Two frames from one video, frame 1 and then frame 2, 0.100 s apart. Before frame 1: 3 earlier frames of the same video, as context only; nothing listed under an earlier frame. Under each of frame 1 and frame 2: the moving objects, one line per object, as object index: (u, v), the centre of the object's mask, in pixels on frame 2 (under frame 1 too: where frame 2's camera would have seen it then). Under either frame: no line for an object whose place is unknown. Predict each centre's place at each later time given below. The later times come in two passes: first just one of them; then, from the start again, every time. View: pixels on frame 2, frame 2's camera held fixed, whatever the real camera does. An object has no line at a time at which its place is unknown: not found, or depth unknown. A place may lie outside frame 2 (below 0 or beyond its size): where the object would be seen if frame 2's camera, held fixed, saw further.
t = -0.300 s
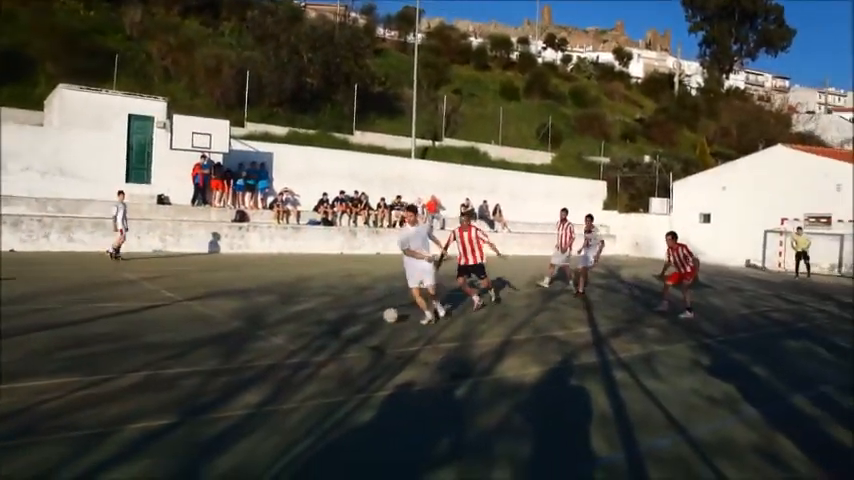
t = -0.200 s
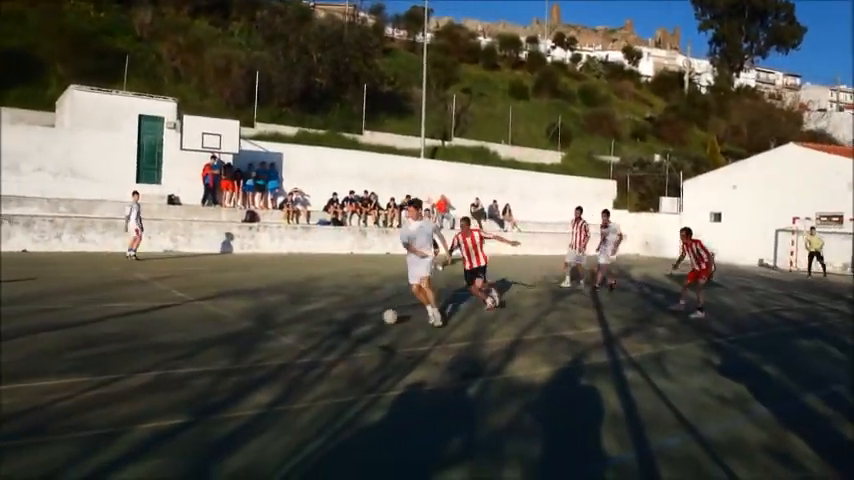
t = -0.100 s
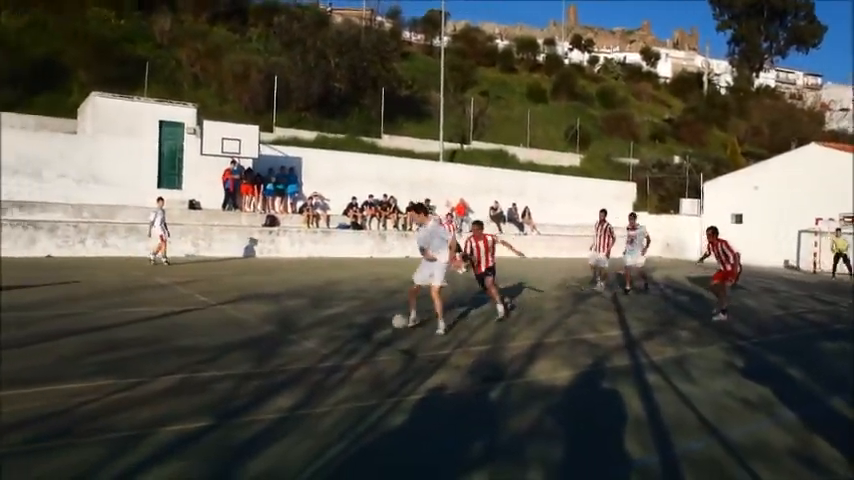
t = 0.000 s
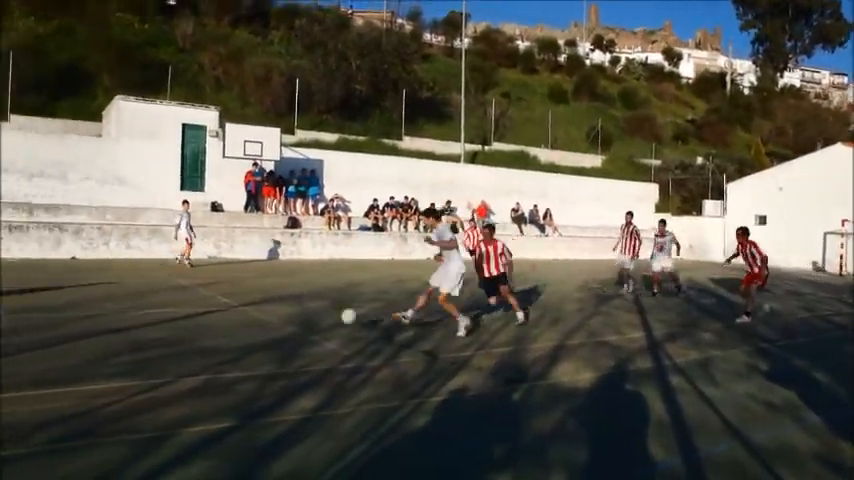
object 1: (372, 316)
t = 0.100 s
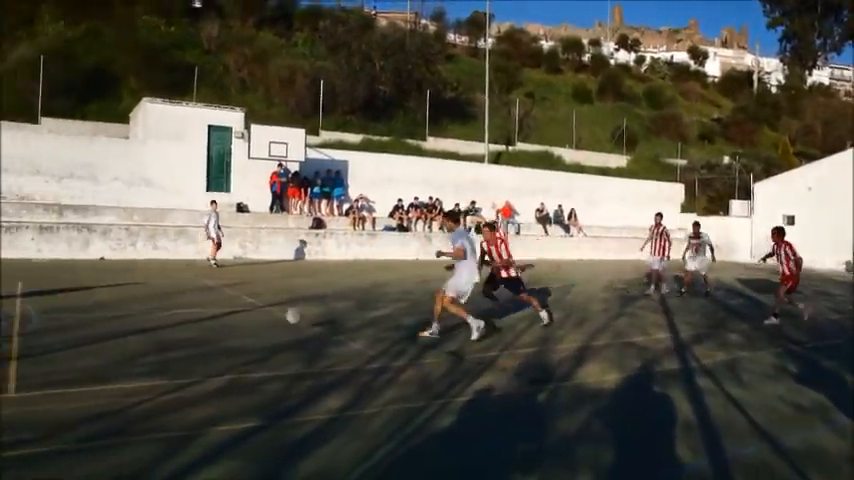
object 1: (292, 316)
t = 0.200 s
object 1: (211, 321)
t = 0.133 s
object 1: (266, 316)
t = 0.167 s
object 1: (239, 318)
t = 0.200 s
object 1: (211, 321)
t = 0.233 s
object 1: (186, 321)
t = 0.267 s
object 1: (162, 319)
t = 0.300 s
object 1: (136, 319)
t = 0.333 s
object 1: (114, 318)
